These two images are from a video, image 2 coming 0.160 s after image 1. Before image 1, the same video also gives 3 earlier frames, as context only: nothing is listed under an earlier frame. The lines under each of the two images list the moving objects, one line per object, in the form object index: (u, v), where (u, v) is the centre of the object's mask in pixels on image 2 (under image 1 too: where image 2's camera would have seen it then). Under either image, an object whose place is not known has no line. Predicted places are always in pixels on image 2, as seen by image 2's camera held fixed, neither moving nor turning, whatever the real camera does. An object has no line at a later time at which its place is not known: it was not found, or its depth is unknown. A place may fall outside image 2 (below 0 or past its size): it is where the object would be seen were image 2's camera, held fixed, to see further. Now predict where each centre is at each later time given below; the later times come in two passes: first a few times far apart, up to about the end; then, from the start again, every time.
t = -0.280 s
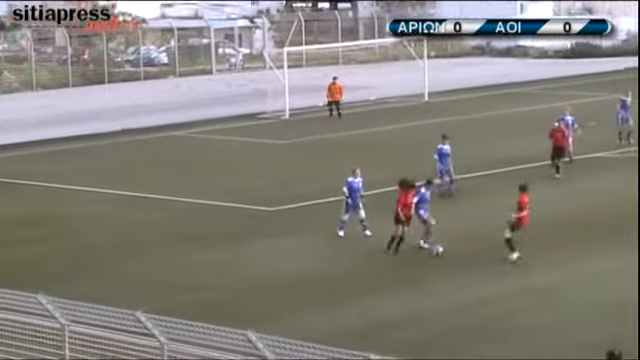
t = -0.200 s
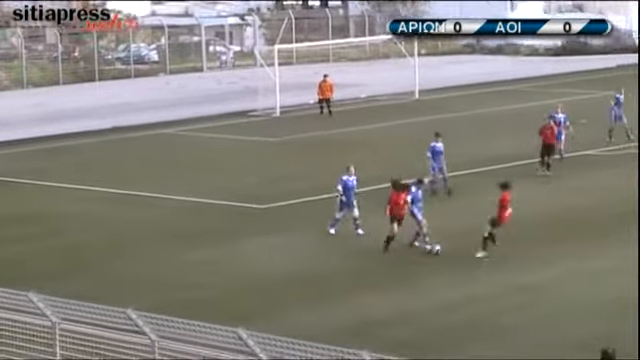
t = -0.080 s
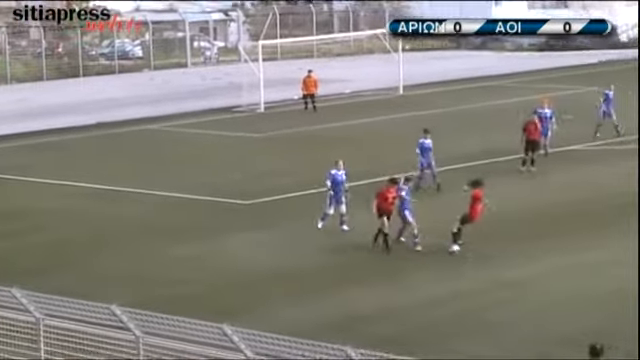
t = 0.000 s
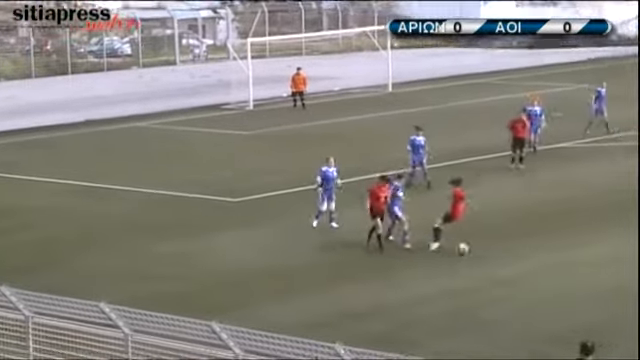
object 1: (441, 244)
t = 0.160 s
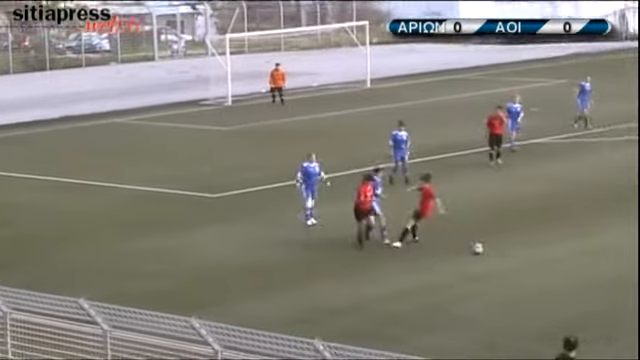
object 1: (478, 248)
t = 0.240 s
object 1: (493, 250)
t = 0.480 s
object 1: (534, 258)
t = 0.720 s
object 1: (566, 264)
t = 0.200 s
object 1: (486, 250)
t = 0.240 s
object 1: (493, 250)
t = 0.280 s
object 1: (501, 251)
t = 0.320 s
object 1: (509, 253)
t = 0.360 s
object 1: (515, 255)
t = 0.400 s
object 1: (522, 255)
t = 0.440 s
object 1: (528, 257)
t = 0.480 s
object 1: (534, 258)
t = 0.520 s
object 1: (540, 259)
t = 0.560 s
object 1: (545, 259)
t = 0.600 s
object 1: (551, 261)
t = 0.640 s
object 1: (556, 261)
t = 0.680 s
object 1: (561, 262)
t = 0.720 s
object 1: (566, 264)
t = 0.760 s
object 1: (571, 264)
